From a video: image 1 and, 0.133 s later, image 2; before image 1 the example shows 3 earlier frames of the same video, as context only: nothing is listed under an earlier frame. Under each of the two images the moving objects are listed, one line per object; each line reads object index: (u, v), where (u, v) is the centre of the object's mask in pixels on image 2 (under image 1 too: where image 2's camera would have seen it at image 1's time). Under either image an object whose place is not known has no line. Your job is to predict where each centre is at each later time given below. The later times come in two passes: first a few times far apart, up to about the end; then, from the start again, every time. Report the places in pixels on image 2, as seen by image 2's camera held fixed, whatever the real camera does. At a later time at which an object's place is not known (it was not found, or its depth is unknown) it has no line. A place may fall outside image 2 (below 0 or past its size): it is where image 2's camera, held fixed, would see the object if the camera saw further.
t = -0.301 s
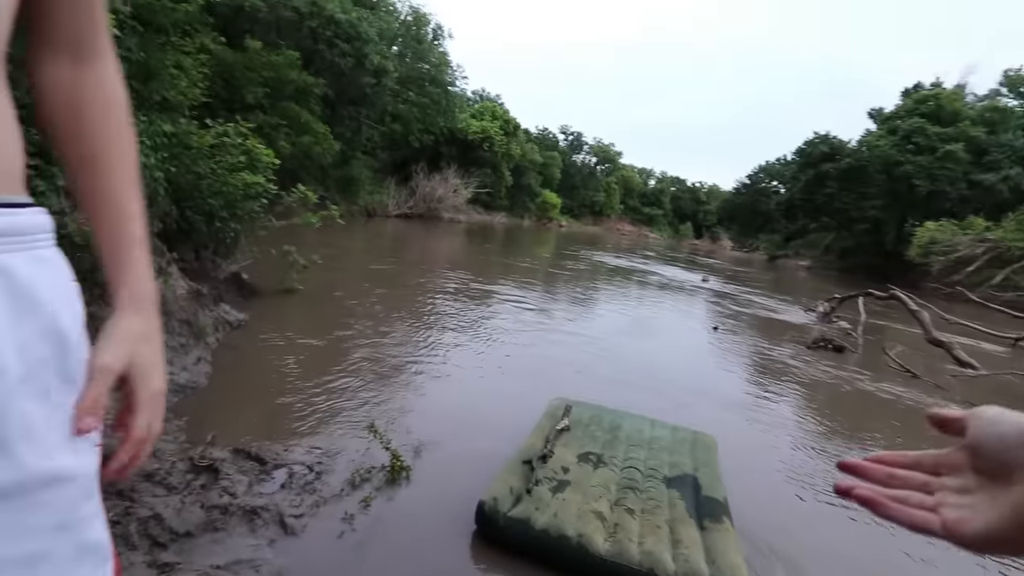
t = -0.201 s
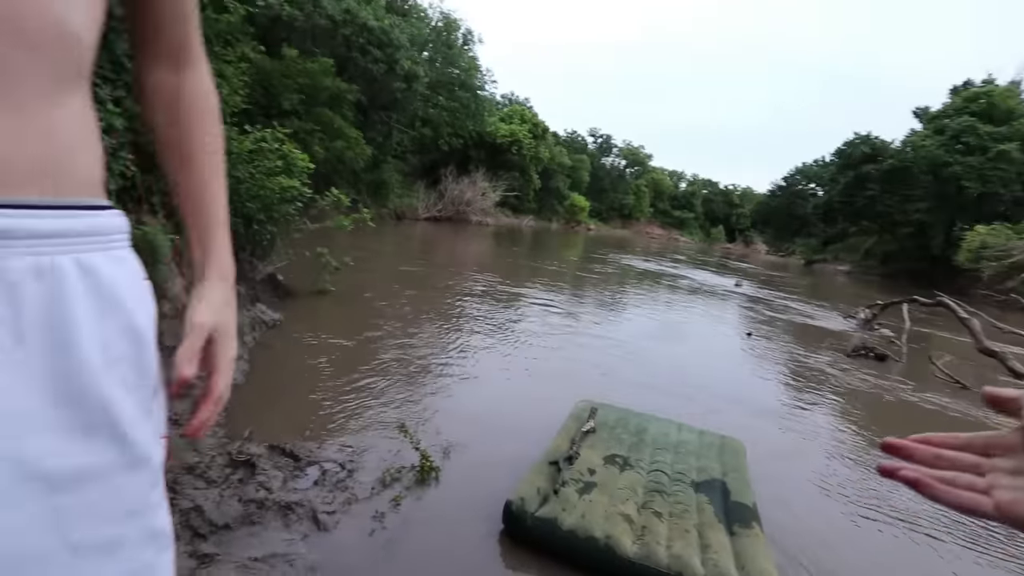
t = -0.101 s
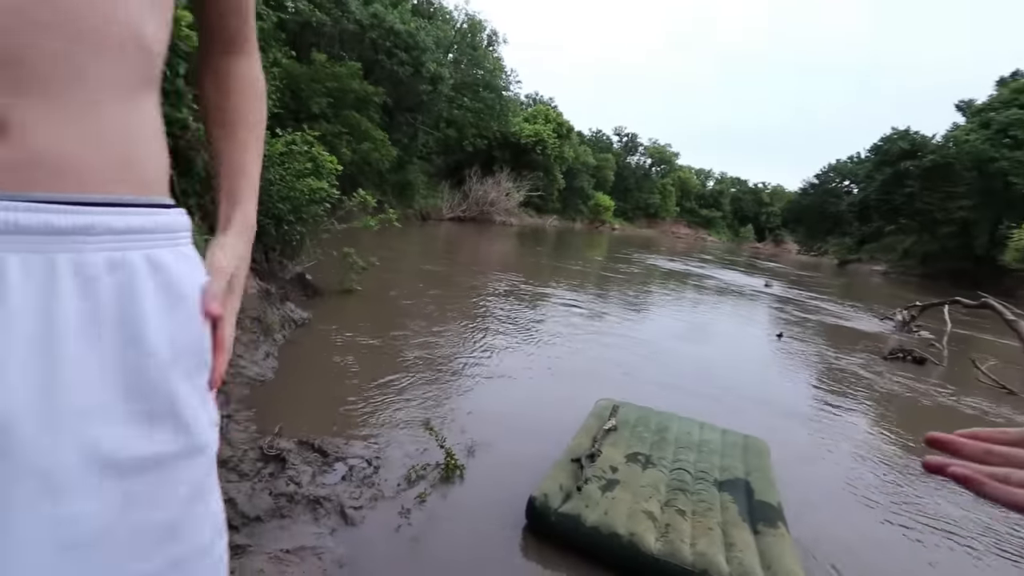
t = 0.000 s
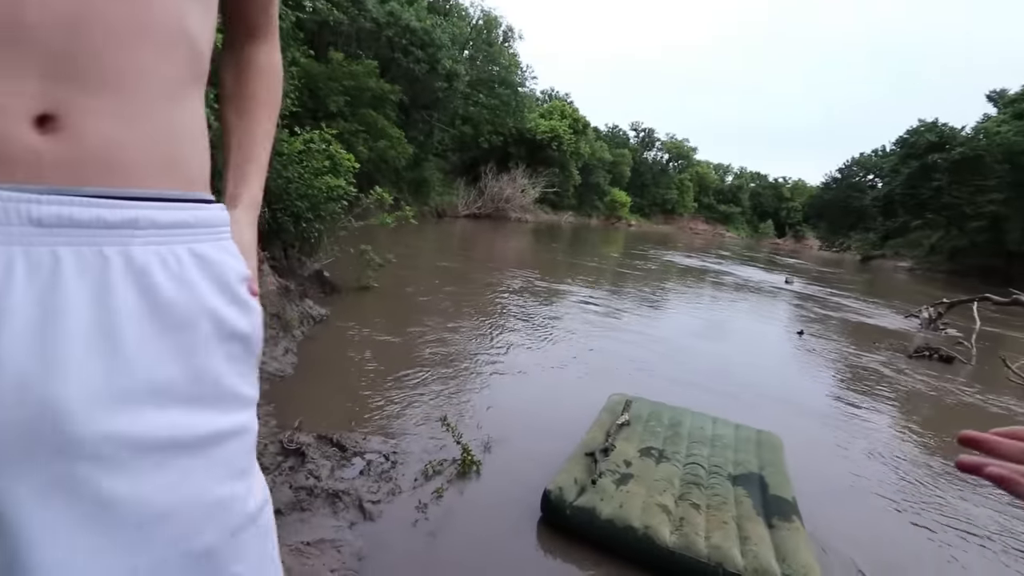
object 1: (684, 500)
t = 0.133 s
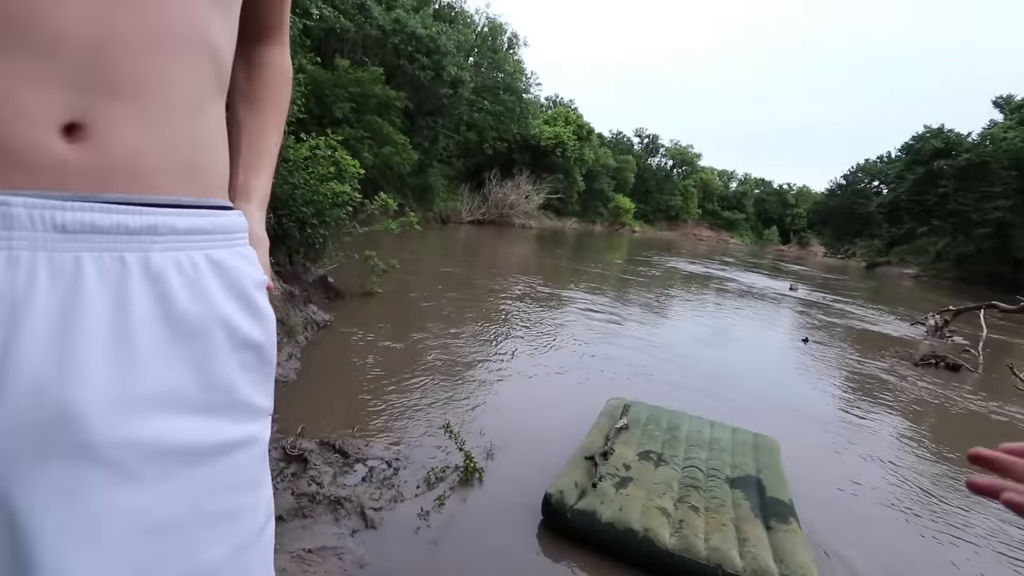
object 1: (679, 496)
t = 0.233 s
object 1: (677, 493)
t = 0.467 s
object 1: (670, 486)
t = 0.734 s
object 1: (661, 477)
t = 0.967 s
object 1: (654, 471)
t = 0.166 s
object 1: (678, 495)
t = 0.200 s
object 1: (678, 494)
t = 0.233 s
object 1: (677, 493)
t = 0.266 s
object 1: (676, 492)
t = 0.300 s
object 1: (675, 491)
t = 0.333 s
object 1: (674, 490)
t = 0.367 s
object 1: (672, 489)
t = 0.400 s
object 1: (671, 488)
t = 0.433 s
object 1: (670, 487)
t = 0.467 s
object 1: (670, 486)
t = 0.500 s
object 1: (669, 485)
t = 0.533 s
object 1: (668, 484)
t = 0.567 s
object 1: (667, 483)
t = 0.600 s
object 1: (664, 482)
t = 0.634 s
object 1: (662, 480)
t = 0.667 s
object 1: (661, 479)
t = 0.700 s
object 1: (661, 478)
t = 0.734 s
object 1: (661, 477)
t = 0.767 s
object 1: (660, 476)
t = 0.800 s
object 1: (659, 476)
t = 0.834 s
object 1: (658, 475)
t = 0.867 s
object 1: (656, 474)
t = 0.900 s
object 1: (655, 473)
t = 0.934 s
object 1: (655, 472)
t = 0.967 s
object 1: (654, 471)
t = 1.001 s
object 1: (653, 470)
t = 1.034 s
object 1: (652, 470)
